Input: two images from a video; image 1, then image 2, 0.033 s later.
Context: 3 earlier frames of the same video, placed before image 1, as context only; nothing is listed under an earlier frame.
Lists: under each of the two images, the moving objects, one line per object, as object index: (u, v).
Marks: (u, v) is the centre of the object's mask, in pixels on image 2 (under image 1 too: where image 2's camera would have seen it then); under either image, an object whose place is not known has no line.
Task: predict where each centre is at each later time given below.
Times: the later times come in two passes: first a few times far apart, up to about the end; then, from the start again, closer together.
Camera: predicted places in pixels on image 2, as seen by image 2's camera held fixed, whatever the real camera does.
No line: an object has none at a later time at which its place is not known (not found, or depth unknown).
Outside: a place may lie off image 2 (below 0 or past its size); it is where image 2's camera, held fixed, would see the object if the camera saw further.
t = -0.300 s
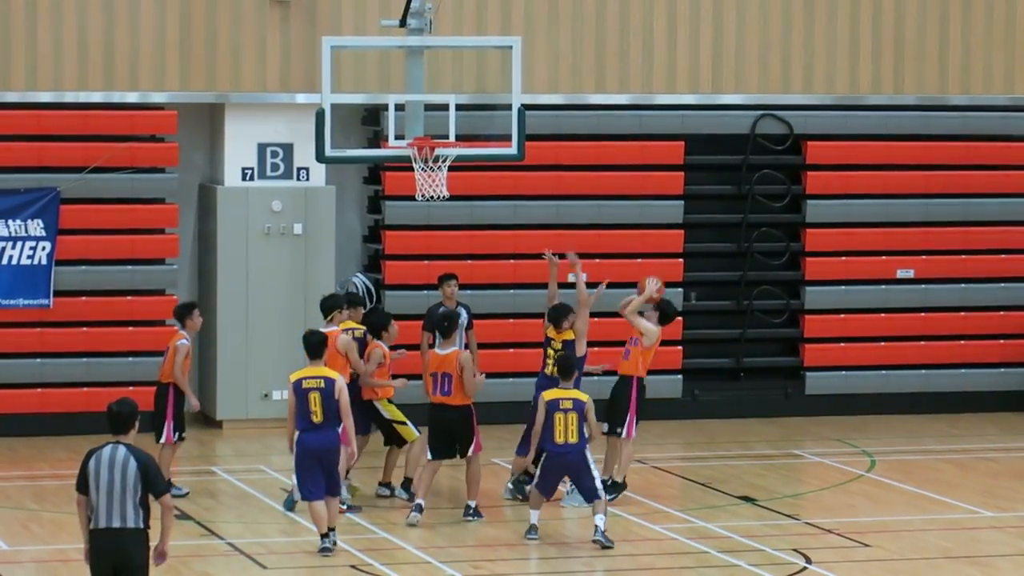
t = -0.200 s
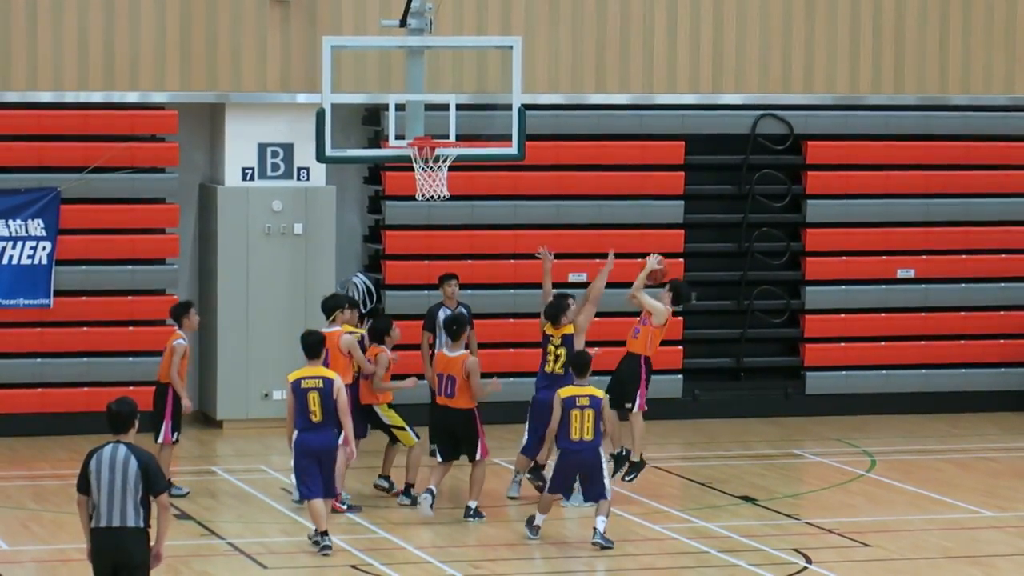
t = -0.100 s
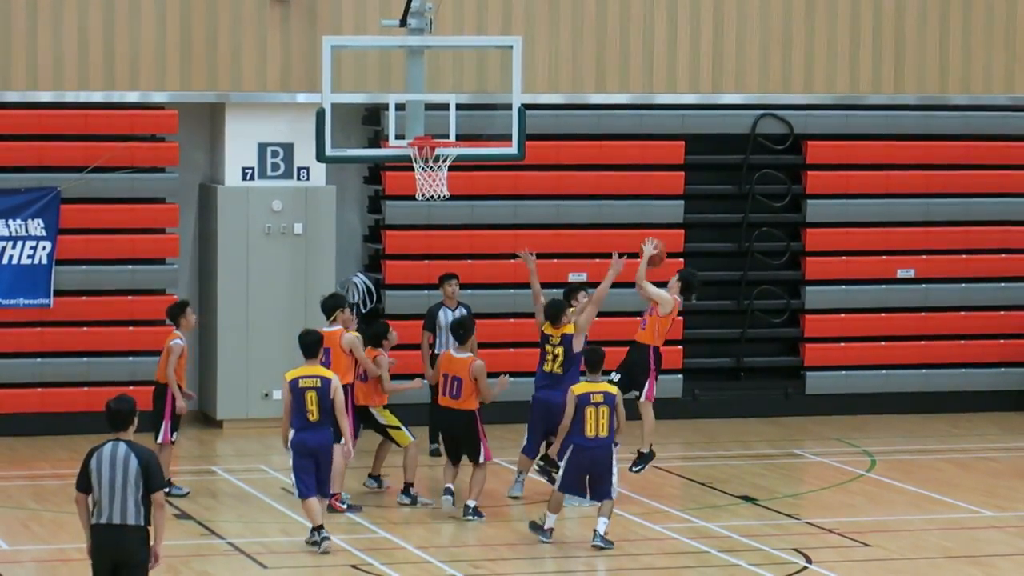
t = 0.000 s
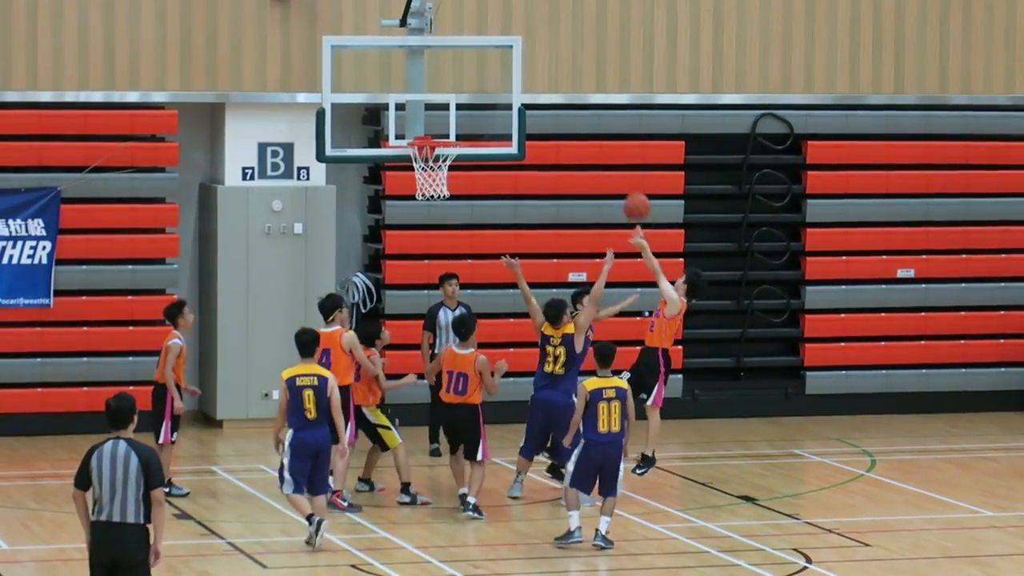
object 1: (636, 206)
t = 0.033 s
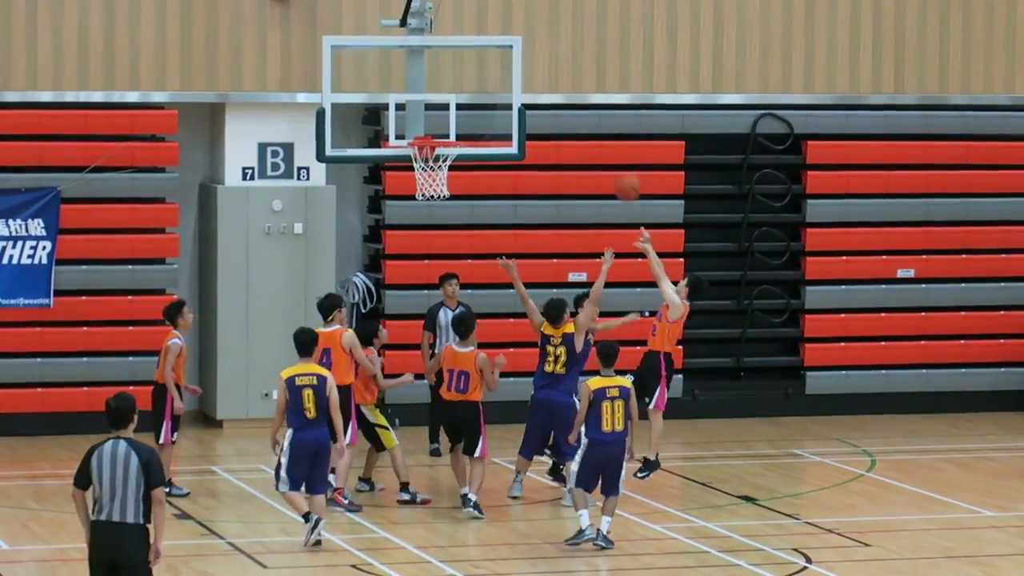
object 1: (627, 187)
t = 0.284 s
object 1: (556, 87)
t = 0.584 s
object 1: (473, 57)
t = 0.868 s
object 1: (427, 111)
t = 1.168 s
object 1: (484, 131)
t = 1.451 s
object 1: (560, 204)
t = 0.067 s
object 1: (618, 171)
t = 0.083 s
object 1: (614, 163)
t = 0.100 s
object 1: (608, 154)
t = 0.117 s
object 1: (603, 146)
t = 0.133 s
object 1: (599, 139)
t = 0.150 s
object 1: (594, 132)
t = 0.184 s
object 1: (585, 119)
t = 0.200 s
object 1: (580, 112)
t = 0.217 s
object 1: (576, 107)
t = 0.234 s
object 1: (571, 101)
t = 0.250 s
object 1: (566, 96)
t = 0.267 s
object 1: (561, 91)
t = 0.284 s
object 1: (556, 87)
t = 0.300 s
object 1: (552, 82)
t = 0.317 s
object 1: (547, 79)
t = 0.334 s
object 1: (543, 75)
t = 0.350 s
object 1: (538, 71)
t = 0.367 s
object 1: (533, 69)
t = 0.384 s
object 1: (529, 66)
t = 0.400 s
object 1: (524, 63)
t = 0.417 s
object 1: (519, 61)
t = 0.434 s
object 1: (515, 59)
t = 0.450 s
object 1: (510, 57)
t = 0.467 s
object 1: (505, 57)
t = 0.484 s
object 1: (501, 55)
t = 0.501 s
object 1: (496, 55)
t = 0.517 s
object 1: (491, 55)
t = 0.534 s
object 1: (487, 55)
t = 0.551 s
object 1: (482, 55)
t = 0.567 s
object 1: (478, 56)
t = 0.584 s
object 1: (473, 57)
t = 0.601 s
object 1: (469, 58)
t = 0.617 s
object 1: (464, 60)
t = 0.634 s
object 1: (460, 62)
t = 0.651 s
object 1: (455, 64)
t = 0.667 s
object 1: (451, 66)
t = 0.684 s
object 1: (446, 69)
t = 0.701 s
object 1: (442, 72)
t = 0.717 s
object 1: (439, 75)
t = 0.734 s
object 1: (438, 77)
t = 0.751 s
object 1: (437, 80)
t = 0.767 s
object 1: (435, 84)
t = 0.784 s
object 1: (434, 87)
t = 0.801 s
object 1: (432, 91)
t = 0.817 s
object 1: (431, 96)
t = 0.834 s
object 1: (430, 100)
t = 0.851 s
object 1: (429, 105)
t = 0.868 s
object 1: (427, 111)
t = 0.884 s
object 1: (426, 116)
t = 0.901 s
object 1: (425, 123)
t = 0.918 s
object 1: (423, 128)
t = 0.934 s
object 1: (422, 133)
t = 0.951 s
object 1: (425, 133)
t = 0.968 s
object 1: (429, 131)
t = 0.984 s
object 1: (433, 130)
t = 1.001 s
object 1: (438, 129)
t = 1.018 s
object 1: (443, 128)
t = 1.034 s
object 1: (448, 127)
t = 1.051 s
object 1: (452, 126)
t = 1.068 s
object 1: (457, 126)
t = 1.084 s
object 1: (462, 127)
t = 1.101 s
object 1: (467, 127)
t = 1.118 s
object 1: (470, 128)
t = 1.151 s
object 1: (480, 130)
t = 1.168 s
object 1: (484, 131)
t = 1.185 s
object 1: (489, 132)
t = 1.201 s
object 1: (494, 134)
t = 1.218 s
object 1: (498, 137)
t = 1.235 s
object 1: (503, 140)
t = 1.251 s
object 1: (508, 143)
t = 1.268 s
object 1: (512, 146)
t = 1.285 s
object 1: (517, 150)
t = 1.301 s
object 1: (521, 154)
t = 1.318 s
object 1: (526, 158)
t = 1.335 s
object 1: (529, 163)
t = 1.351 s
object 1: (534, 168)
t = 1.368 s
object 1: (539, 173)
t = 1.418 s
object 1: (552, 191)
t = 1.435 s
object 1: (556, 197)
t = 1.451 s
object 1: (560, 204)
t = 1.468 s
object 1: (565, 211)
